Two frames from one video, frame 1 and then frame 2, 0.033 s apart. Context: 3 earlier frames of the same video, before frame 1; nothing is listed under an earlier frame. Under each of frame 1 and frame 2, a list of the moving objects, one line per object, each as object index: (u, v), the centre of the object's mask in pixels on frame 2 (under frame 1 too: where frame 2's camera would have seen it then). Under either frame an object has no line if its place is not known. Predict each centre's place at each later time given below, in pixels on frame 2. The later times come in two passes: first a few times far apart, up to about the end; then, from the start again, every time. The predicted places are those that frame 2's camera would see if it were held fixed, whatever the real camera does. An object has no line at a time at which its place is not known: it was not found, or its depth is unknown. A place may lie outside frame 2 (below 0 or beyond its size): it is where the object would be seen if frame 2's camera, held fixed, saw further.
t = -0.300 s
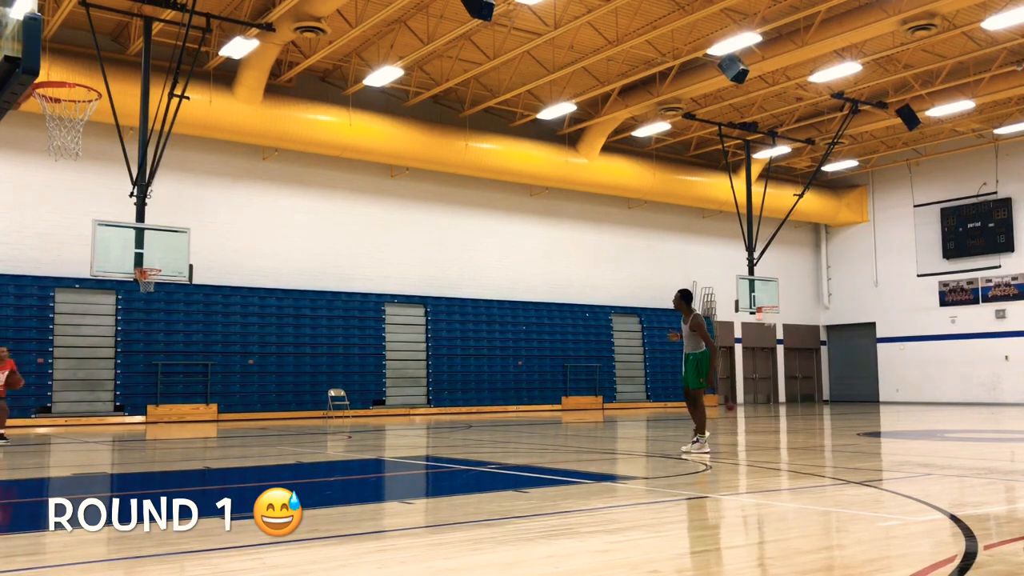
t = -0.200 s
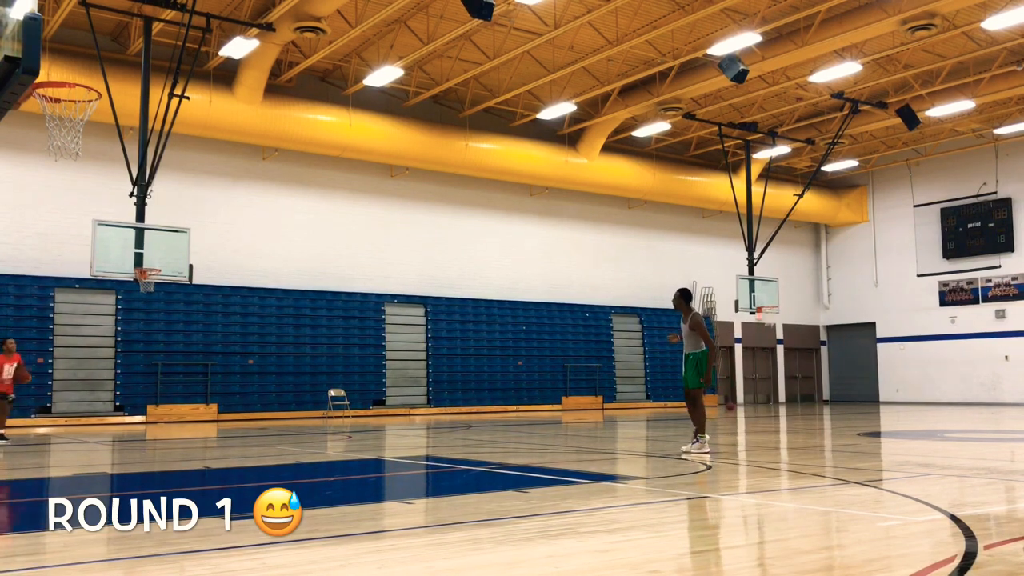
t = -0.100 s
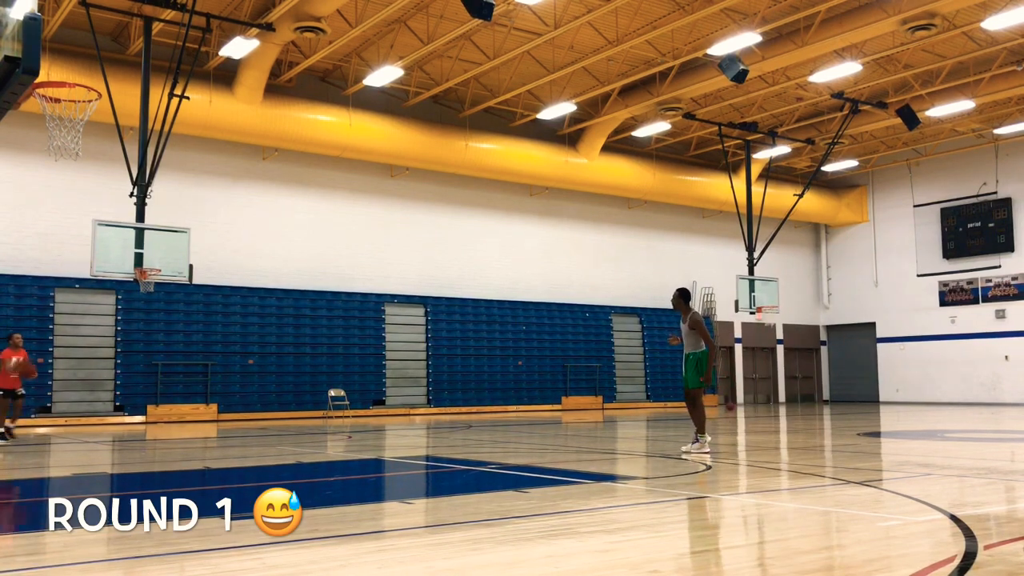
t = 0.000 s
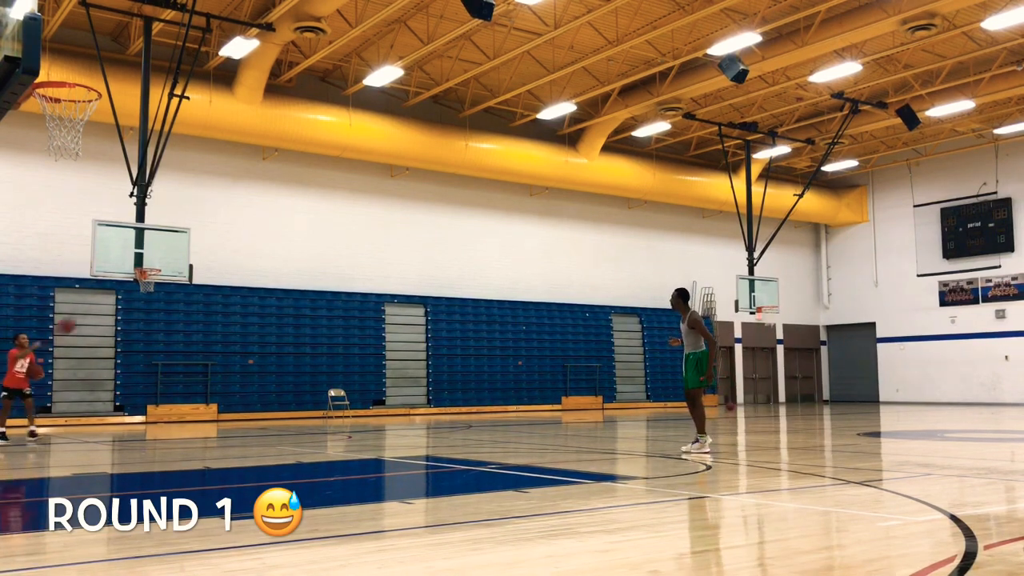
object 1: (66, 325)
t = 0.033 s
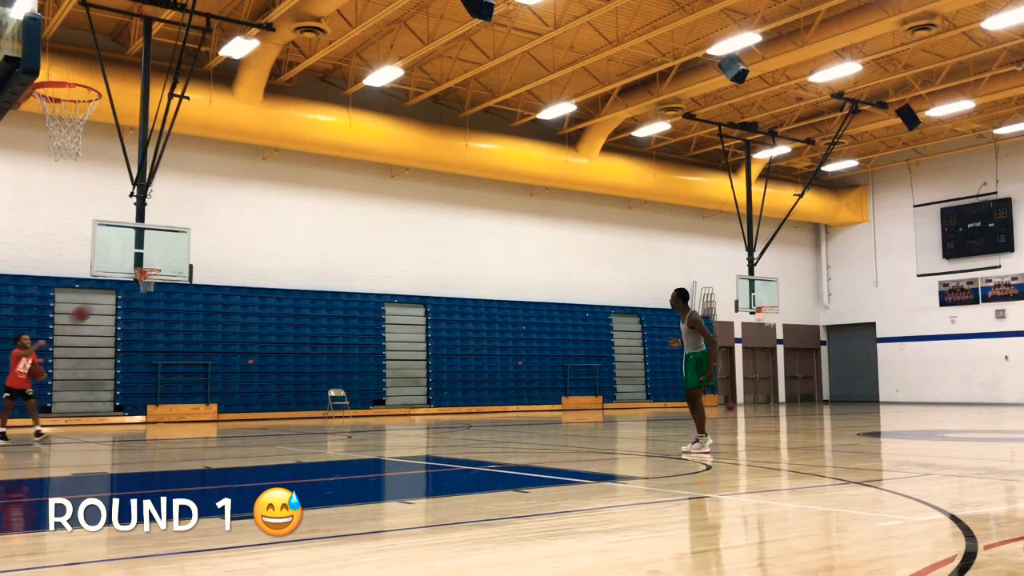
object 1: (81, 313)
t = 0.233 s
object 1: (172, 257)
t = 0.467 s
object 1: (285, 226)
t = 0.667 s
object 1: (389, 232)
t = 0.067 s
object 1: (96, 303)
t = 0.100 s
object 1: (112, 291)
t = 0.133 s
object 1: (126, 283)
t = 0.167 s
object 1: (141, 274)
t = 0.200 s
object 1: (158, 264)
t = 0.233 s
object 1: (172, 257)
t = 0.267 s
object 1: (188, 251)
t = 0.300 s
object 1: (204, 244)
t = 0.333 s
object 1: (220, 239)
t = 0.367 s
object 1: (236, 235)
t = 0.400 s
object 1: (252, 231)
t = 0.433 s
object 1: (269, 228)
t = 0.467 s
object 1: (285, 226)
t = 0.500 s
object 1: (302, 225)
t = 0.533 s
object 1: (320, 225)
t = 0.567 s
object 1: (337, 225)
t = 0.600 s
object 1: (354, 226)
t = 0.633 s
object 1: (372, 229)
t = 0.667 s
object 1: (389, 232)
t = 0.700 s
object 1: (407, 236)
